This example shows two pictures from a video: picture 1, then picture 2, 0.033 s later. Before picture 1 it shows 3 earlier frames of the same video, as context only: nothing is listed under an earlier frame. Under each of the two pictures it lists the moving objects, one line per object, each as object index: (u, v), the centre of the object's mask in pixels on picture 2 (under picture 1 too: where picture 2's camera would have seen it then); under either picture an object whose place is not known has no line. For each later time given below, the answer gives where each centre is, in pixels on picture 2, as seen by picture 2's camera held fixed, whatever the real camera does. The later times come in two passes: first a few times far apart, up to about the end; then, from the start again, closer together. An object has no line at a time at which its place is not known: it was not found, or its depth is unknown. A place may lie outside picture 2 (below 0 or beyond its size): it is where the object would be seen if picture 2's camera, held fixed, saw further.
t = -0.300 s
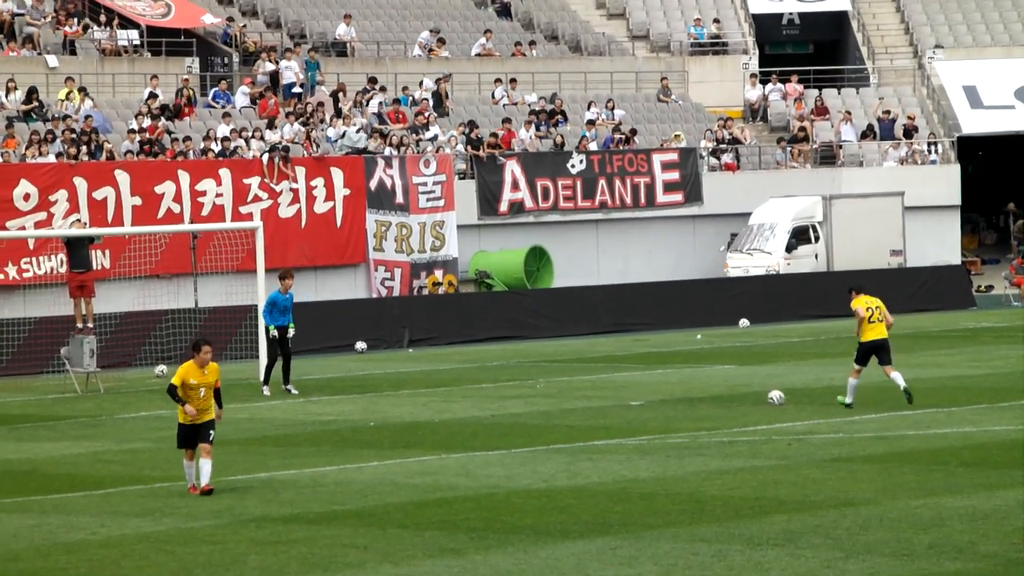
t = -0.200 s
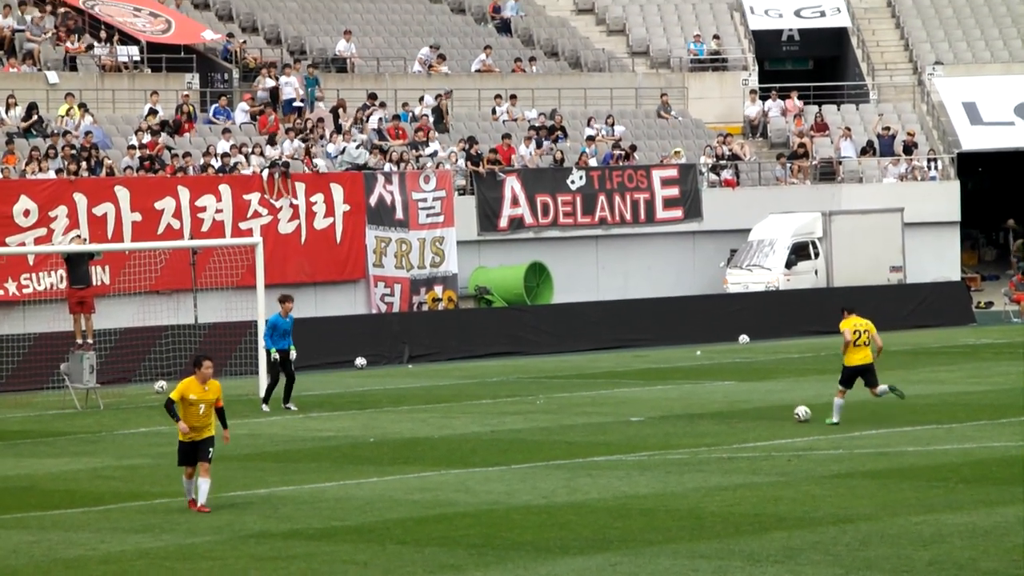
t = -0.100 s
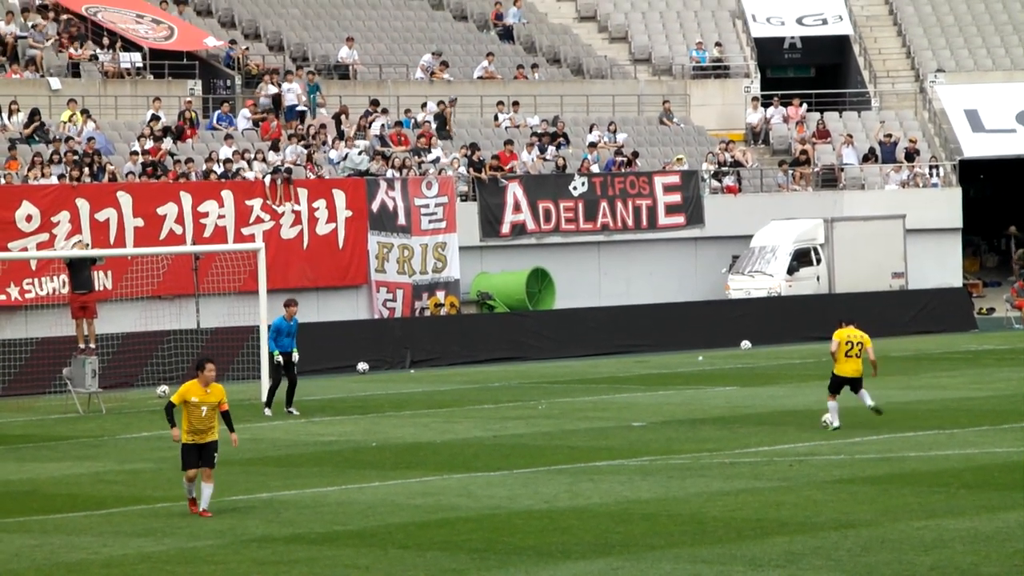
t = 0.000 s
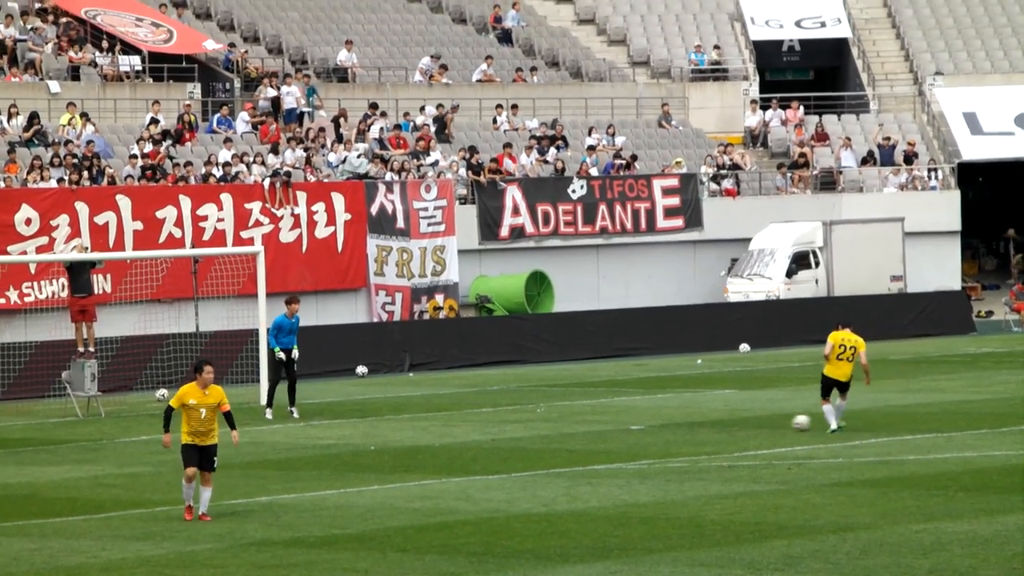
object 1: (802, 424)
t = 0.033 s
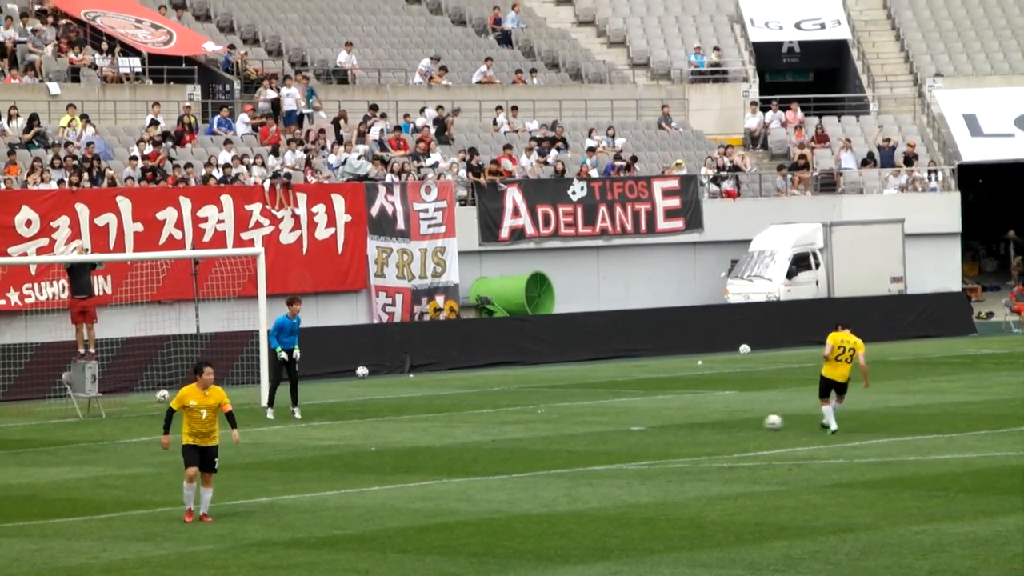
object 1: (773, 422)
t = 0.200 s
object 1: (644, 420)
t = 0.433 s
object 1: (499, 415)
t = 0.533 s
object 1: (448, 414)
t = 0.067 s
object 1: (746, 422)
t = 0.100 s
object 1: (719, 422)
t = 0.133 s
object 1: (693, 421)
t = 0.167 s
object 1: (668, 421)
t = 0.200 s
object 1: (644, 420)
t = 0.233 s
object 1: (621, 419)
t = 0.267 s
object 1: (599, 419)
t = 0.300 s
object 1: (578, 417)
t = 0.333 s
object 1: (557, 417)
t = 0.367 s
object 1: (537, 417)
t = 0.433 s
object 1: (499, 415)
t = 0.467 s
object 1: (481, 415)
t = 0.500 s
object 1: (464, 415)
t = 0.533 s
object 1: (448, 414)
